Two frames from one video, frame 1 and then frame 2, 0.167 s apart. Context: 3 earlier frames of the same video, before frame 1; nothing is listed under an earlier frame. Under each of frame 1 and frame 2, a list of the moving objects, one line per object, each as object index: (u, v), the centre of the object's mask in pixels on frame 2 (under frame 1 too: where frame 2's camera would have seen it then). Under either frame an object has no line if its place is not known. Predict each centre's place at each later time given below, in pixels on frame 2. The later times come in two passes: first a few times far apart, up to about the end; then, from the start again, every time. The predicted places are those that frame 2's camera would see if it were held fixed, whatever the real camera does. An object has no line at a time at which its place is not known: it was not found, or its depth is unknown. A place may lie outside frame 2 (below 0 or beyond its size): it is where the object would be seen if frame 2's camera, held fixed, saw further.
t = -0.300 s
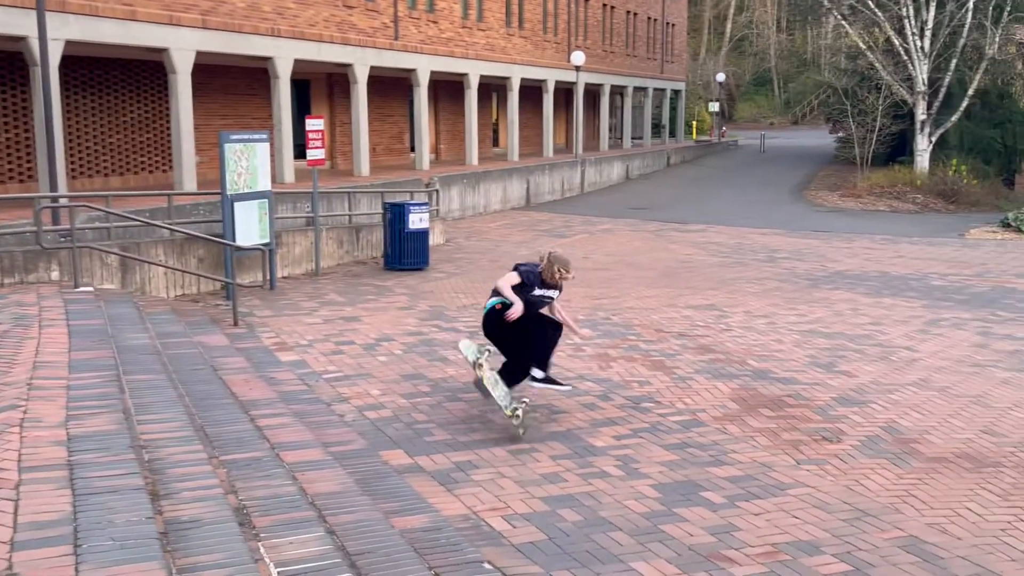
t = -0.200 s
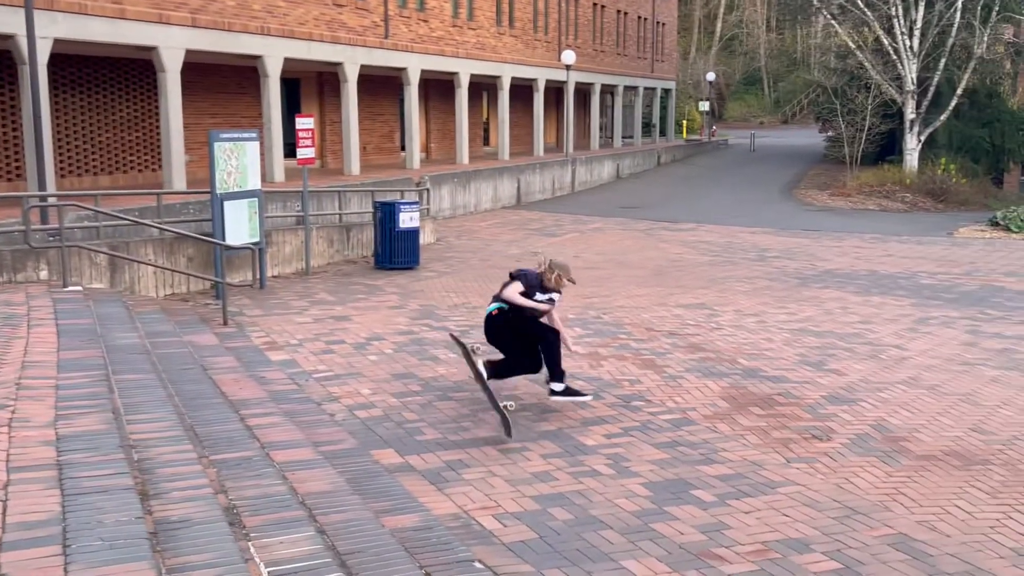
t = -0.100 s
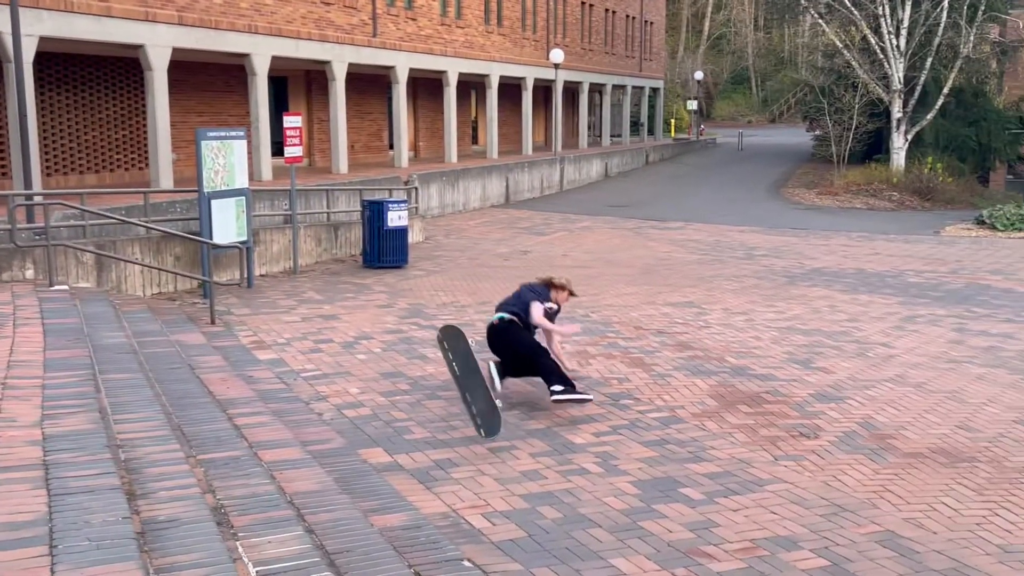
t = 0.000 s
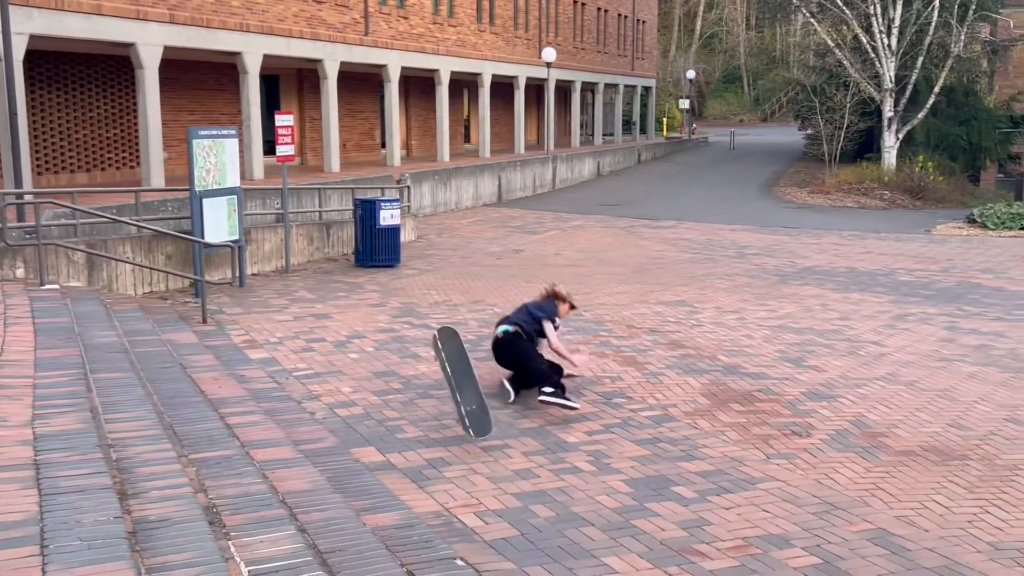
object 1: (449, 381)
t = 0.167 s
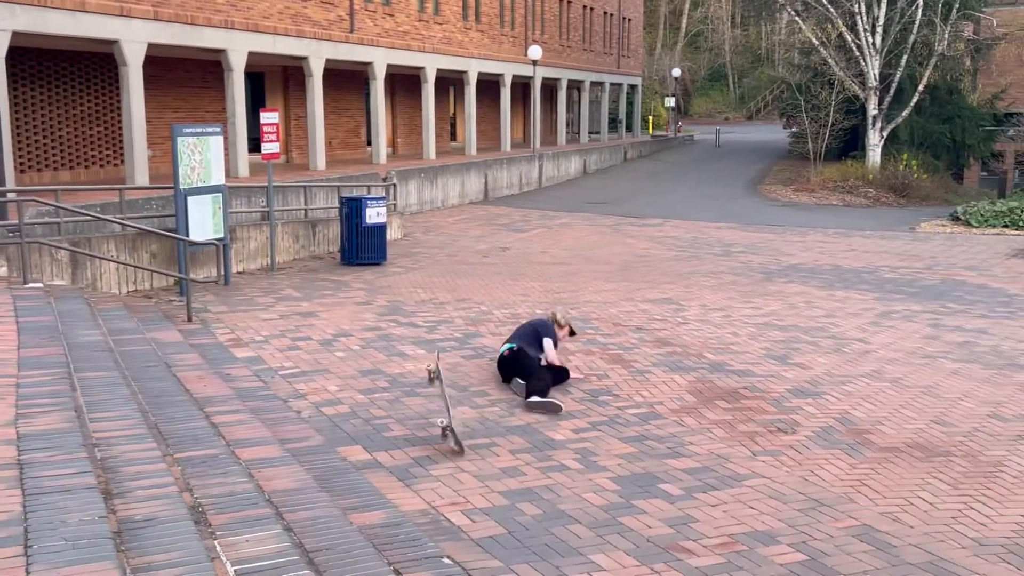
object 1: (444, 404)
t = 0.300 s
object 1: (442, 417)
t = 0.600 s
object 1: (440, 430)
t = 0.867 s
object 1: (436, 430)
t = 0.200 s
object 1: (444, 406)
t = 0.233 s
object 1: (443, 408)
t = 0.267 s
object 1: (444, 412)
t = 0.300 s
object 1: (442, 417)
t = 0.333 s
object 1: (441, 420)
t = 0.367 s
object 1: (440, 424)
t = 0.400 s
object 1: (439, 427)
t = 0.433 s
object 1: (439, 430)
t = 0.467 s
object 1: (439, 429)
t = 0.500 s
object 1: (439, 429)
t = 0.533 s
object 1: (440, 430)
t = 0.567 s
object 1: (440, 430)
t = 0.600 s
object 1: (440, 430)
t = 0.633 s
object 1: (439, 430)
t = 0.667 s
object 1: (439, 430)
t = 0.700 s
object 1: (438, 430)
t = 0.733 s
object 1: (438, 430)
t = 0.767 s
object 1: (437, 430)
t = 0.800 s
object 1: (436, 430)
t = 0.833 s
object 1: (436, 430)
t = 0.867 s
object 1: (436, 430)
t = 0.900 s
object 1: (436, 430)
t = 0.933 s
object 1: (437, 430)
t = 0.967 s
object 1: (437, 430)
